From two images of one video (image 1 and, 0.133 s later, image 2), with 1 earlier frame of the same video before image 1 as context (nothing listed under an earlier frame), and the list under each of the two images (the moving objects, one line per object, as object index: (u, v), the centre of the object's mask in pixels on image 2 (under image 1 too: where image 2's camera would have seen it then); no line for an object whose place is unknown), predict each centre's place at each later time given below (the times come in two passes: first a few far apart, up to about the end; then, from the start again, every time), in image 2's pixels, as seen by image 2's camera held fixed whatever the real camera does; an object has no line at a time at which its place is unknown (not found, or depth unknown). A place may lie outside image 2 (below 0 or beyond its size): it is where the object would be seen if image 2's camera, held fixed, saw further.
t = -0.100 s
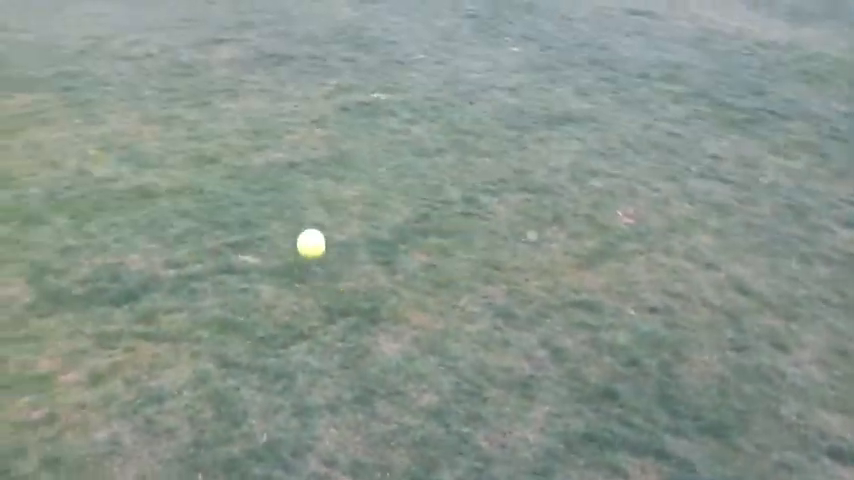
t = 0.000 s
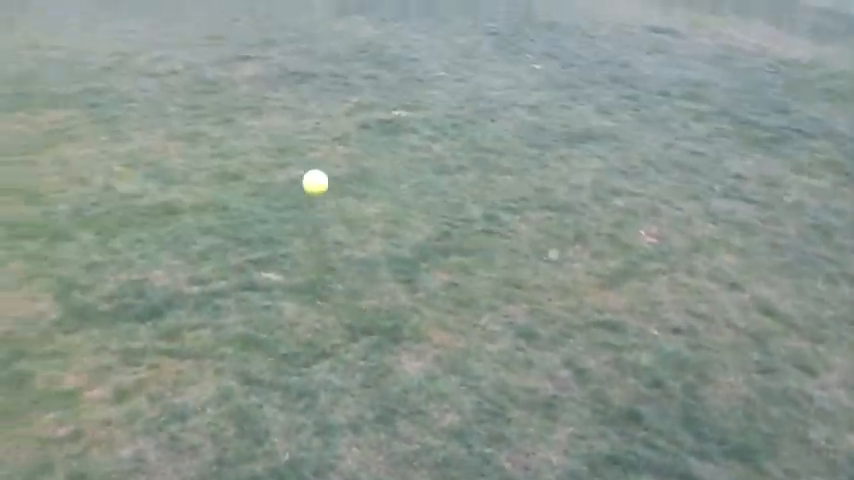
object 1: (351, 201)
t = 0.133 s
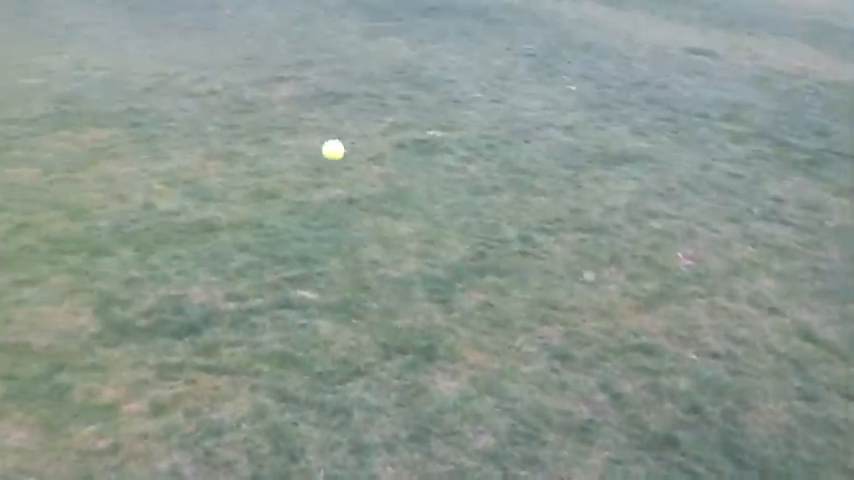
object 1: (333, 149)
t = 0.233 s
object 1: (323, 142)
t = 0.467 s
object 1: (307, 113)
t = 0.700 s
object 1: (299, 88)
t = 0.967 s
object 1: (296, 66)
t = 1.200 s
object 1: (294, 51)
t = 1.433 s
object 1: (294, 39)
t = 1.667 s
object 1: (294, 30)
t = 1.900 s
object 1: (294, 25)
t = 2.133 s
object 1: (293, 19)
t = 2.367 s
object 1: (291, 14)
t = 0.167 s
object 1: (329, 145)
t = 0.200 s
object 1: (326, 142)
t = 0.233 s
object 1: (323, 142)
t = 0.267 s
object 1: (320, 143)
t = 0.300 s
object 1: (317, 147)
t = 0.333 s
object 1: (314, 145)
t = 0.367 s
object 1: (313, 134)
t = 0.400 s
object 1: (311, 125)
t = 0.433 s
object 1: (309, 117)
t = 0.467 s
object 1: (307, 113)
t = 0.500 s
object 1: (305, 110)
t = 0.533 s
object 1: (303, 109)
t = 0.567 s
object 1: (302, 109)
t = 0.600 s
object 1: (302, 102)
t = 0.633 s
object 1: (300, 96)
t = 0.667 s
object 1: (299, 91)
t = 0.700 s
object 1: (299, 88)
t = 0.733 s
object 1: (298, 87)
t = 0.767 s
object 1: (298, 83)
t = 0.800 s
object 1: (297, 78)
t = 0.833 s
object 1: (298, 75)
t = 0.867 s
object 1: (298, 73)
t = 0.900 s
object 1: (297, 71)
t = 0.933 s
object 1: (296, 68)
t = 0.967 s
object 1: (296, 66)
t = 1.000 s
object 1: (296, 64)
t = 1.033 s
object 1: (295, 61)
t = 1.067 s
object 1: (295, 59)
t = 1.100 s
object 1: (295, 56)
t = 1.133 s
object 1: (295, 55)
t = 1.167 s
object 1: (294, 55)
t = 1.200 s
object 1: (294, 51)
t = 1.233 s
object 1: (295, 49)
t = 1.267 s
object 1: (295, 47)
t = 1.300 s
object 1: (294, 46)
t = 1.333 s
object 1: (294, 43)
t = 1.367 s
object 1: (294, 42)
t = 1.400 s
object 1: (294, 41)
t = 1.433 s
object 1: (294, 39)
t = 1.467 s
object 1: (294, 38)
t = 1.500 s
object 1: (294, 36)
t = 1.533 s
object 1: (294, 35)
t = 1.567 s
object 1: (294, 33)
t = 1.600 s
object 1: (294, 32)
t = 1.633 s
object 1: (294, 31)
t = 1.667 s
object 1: (294, 30)
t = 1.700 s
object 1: (294, 29)
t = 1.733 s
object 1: (294, 29)
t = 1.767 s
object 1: (294, 27)
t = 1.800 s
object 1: (294, 25)
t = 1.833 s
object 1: (294, 25)
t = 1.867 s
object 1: (294, 25)
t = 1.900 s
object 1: (294, 25)
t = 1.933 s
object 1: (294, 23)
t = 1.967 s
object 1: (294, 22)
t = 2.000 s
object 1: (294, 21)
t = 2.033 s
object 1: (294, 19)
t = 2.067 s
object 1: (294, 19)
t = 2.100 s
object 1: (294, 19)
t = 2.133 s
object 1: (293, 19)
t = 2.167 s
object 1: (293, 18)
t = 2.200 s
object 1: (292, 17)
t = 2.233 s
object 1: (292, 16)
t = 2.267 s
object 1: (292, 16)
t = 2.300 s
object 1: (291, 15)
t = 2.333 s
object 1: (291, 14)
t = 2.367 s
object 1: (291, 14)
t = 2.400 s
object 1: (291, 13)
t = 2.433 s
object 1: (290, 12)
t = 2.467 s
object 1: (290, 12)
